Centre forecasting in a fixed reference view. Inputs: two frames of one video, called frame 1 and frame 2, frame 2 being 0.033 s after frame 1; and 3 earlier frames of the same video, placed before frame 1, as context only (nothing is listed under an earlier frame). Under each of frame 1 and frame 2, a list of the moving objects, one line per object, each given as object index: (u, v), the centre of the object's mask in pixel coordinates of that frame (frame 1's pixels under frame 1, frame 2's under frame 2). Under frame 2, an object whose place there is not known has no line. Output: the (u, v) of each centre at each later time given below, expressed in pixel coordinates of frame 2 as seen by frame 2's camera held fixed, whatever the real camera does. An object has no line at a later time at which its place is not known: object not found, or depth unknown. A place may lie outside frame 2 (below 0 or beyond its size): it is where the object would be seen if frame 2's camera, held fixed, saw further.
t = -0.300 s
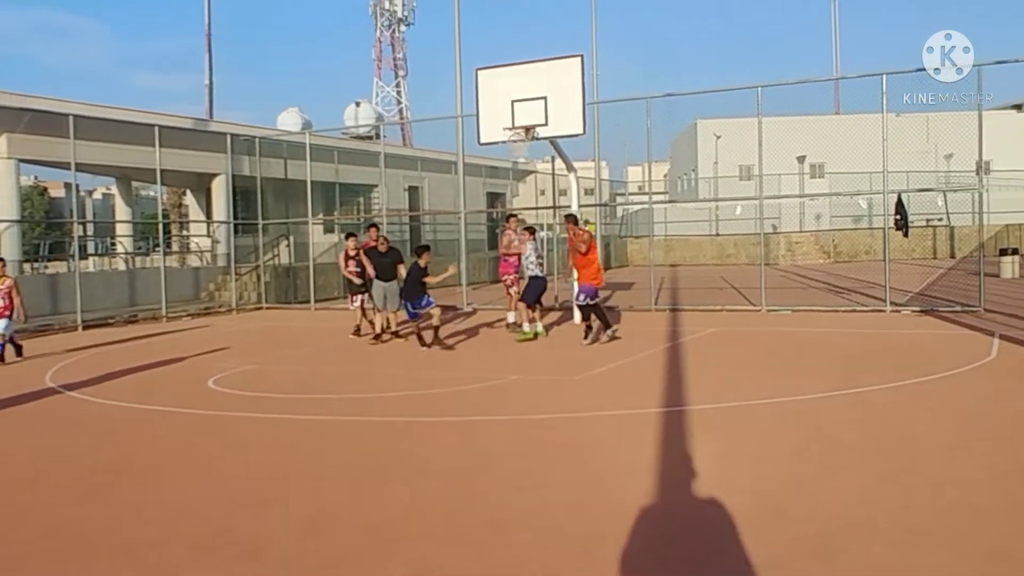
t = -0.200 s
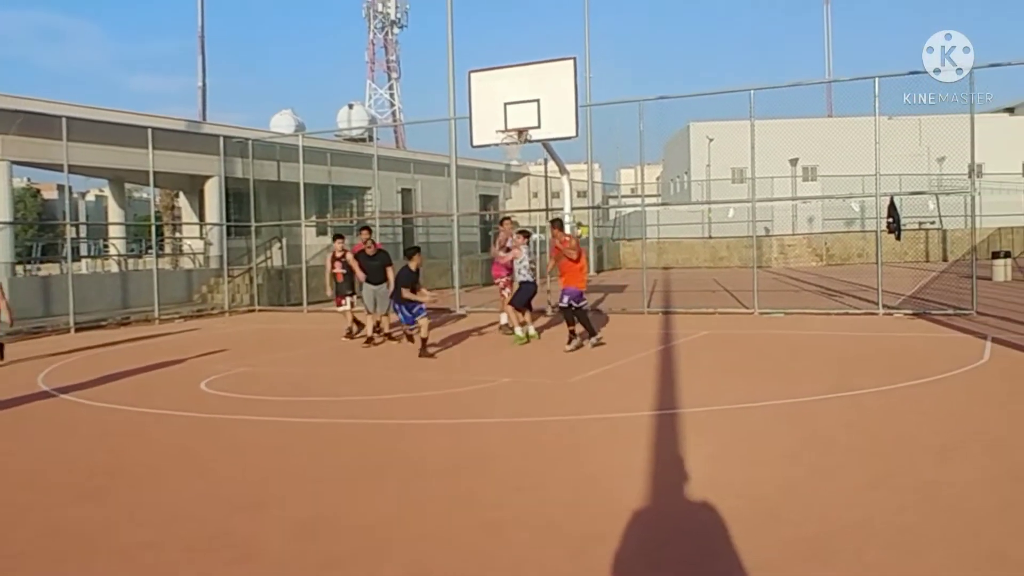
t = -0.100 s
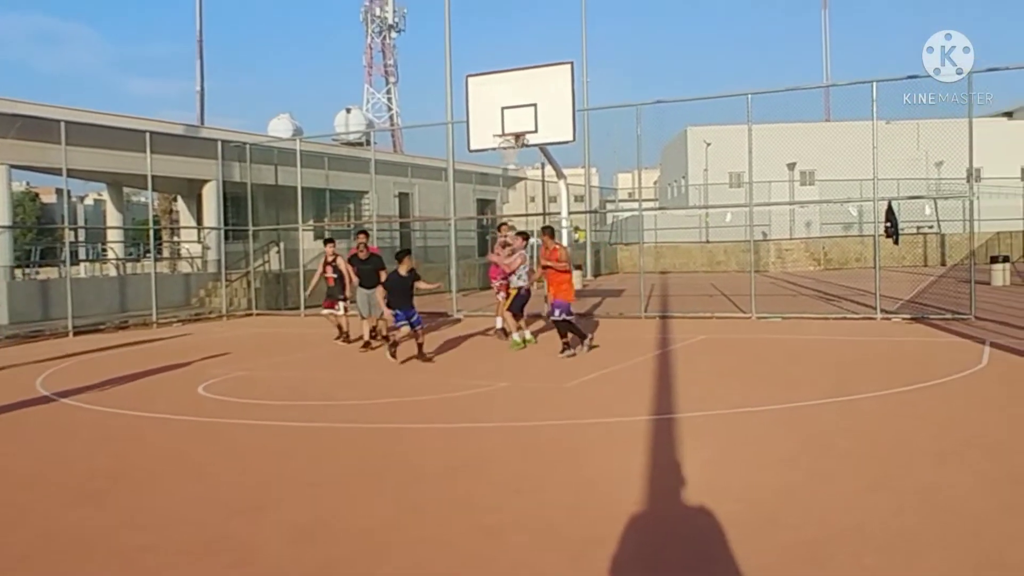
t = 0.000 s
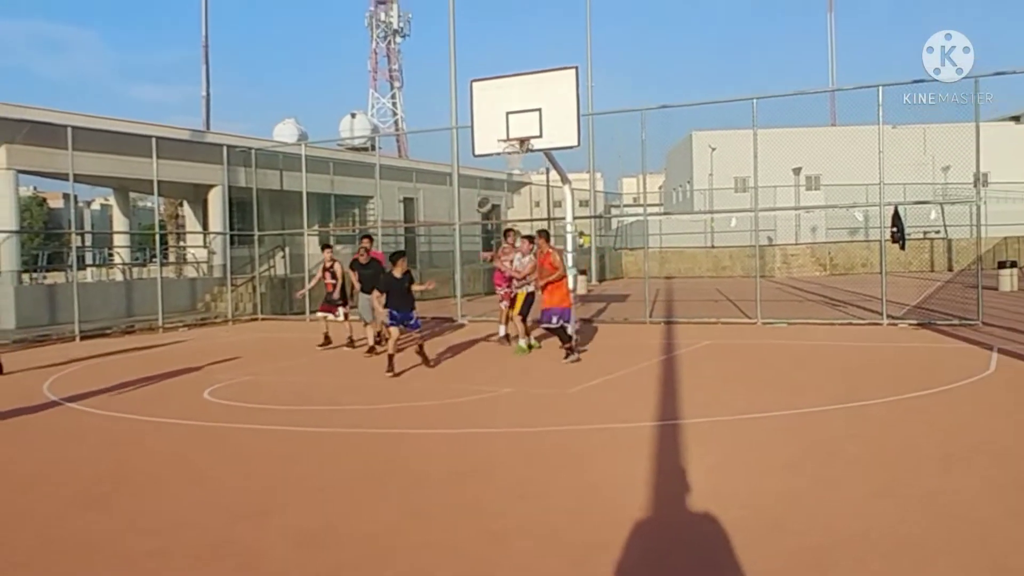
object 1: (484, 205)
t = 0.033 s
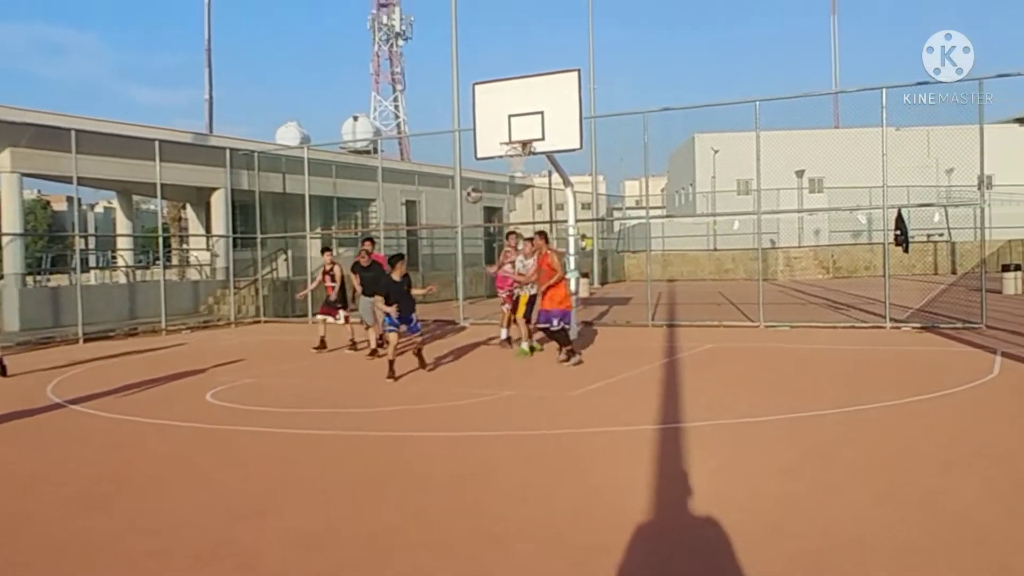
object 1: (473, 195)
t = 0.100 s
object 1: (452, 169)
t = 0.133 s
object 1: (445, 156)
